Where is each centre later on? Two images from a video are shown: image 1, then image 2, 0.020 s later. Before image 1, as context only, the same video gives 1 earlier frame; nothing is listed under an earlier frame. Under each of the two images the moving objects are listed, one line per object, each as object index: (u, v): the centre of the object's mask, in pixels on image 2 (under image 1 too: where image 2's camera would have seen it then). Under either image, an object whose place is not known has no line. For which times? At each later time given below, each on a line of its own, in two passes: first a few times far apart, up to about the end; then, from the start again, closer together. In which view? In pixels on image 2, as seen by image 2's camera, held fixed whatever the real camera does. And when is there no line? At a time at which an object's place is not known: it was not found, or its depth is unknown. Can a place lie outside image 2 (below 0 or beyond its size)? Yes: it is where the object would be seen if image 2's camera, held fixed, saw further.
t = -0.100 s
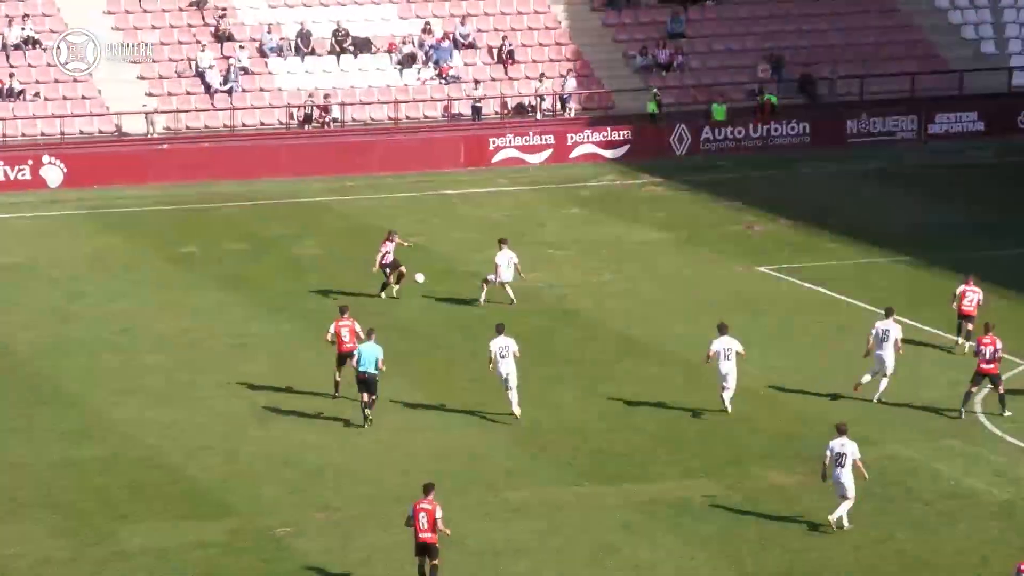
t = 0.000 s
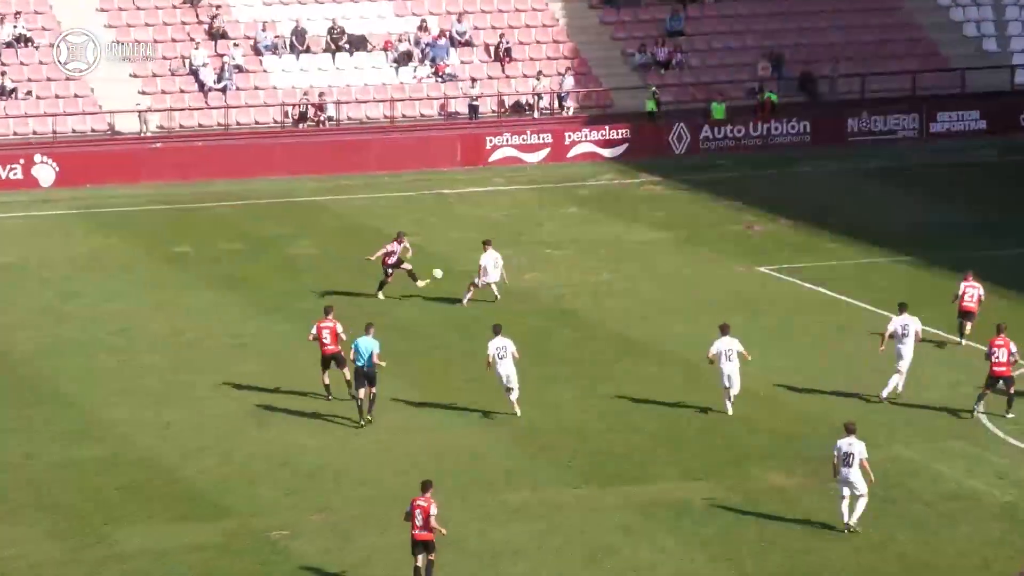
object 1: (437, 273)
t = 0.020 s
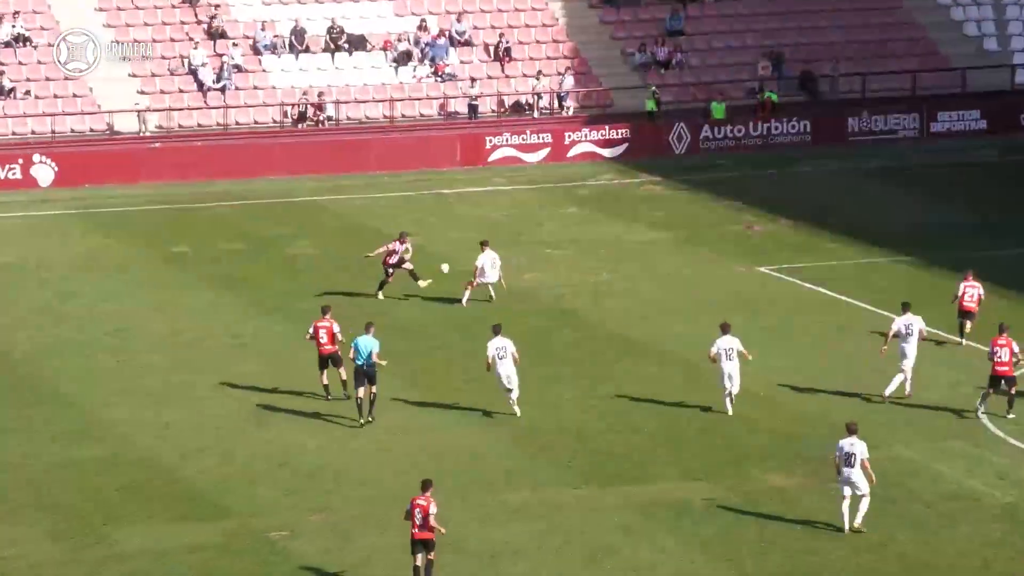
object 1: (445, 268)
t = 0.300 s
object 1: (561, 214)
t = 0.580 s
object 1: (673, 196)
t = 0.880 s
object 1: (787, 213)
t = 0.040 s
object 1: (454, 263)
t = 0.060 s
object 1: (462, 258)
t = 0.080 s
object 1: (469, 253)
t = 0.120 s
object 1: (487, 245)
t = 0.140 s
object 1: (495, 240)
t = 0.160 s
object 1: (504, 237)
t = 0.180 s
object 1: (512, 233)
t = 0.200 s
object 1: (520, 230)
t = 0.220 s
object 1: (528, 227)
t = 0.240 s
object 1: (537, 224)
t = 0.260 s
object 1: (545, 220)
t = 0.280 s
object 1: (553, 218)
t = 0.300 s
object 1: (561, 214)
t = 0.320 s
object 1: (569, 213)
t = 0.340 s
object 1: (577, 210)
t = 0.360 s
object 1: (585, 208)
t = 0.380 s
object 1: (593, 207)
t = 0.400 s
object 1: (602, 205)
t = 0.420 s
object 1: (610, 203)
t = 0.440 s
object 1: (618, 202)
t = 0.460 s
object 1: (626, 200)
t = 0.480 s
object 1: (634, 199)
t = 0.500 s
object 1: (641, 198)
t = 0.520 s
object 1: (649, 197)
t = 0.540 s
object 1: (657, 197)
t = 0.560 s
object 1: (665, 197)
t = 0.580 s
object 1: (673, 196)
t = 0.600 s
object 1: (681, 196)
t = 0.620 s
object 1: (688, 196)
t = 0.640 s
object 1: (696, 196)
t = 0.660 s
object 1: (704, 197)
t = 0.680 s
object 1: (712, 197)
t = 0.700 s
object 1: (720, 198)
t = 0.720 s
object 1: (727, 199)
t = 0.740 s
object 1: (735, 200)
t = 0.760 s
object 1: (742, 201)
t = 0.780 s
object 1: (750, 203)
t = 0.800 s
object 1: (757, 204)
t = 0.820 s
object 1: (765, 207)
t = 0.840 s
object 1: (773, 209)
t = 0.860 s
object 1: (780, 211)
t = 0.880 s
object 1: (787, 213)
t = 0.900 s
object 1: (795, 216)
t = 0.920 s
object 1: (803, 219)
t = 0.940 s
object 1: (810, 222)
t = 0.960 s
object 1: (817, 225)
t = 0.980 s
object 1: (825, 229)
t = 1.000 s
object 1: (832, 232)
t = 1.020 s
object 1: (839, 236)
